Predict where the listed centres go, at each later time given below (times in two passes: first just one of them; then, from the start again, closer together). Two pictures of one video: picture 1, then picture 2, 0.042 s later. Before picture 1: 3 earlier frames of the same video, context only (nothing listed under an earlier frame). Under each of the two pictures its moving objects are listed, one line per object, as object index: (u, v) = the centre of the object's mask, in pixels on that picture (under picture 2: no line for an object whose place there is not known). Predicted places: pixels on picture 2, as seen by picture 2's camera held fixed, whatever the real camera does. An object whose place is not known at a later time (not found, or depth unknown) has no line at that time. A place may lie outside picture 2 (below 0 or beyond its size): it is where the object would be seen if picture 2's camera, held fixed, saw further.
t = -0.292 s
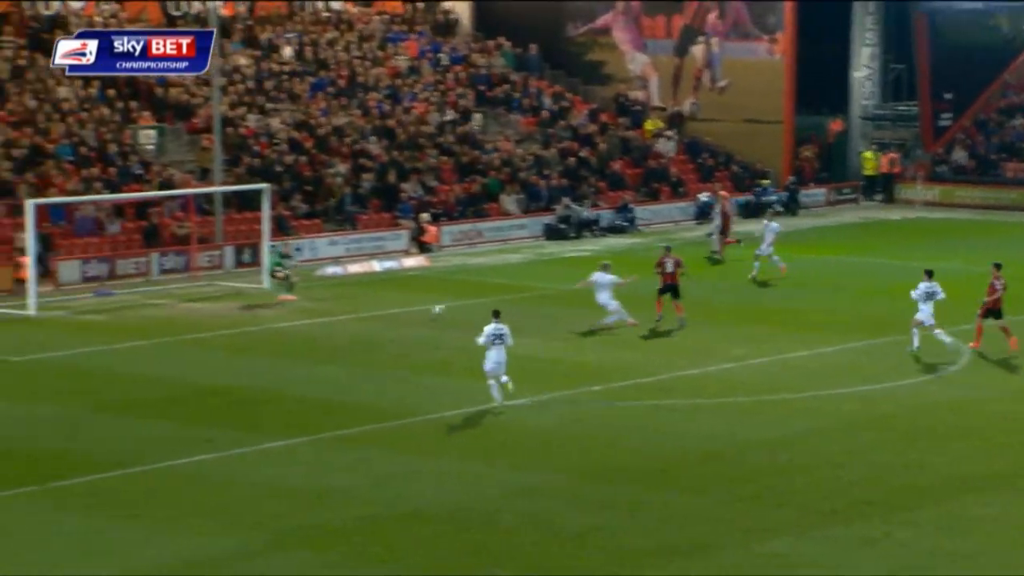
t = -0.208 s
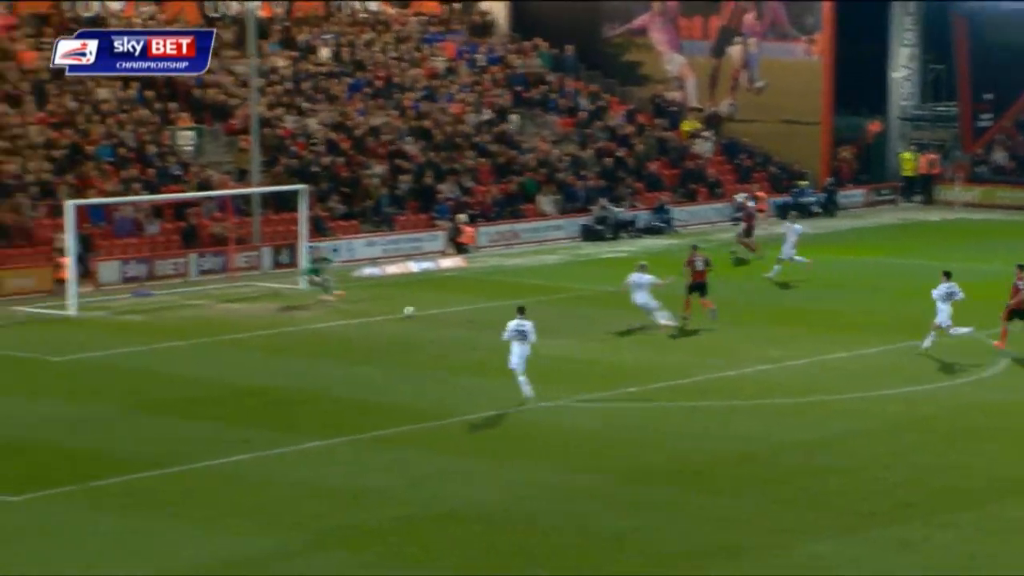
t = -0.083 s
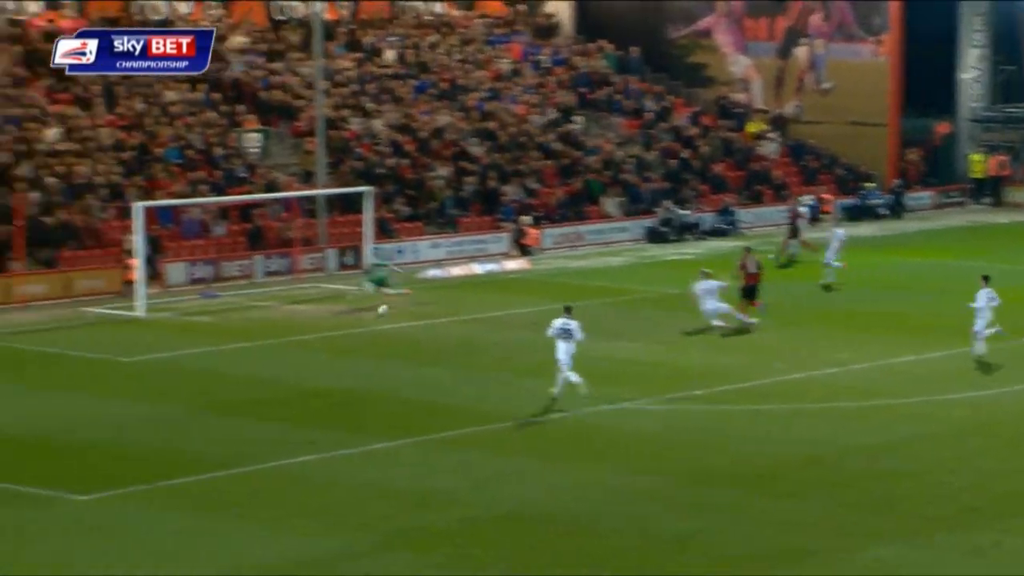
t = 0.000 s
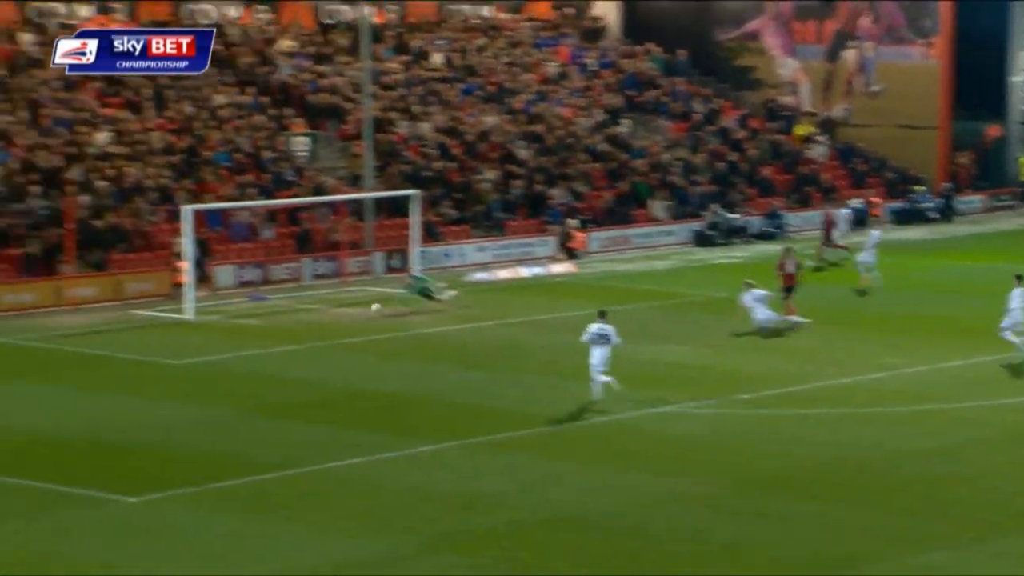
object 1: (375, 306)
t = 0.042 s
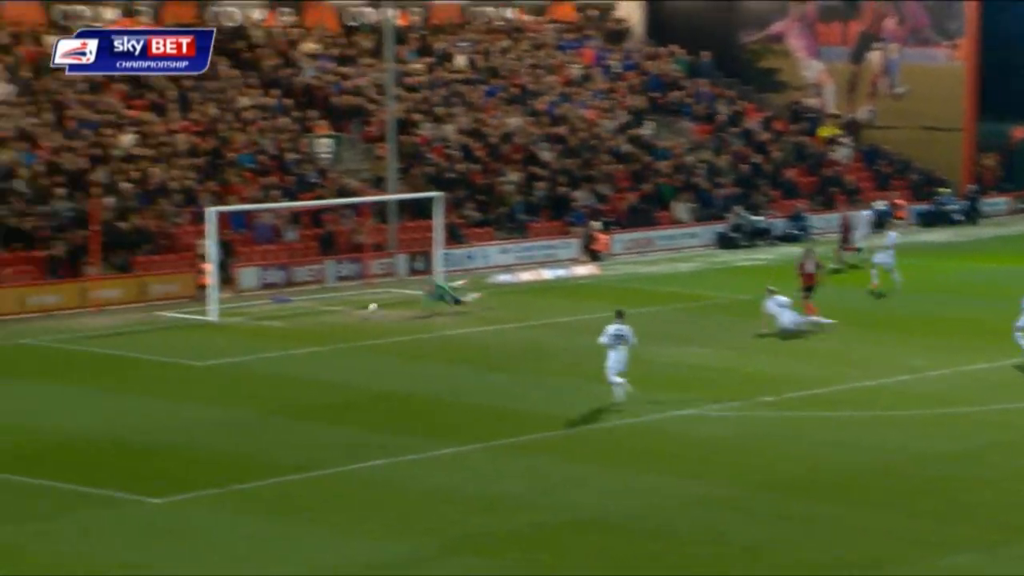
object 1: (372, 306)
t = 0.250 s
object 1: (247, 308)
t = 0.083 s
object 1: (347, 305)
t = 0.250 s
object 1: (247, 308)
